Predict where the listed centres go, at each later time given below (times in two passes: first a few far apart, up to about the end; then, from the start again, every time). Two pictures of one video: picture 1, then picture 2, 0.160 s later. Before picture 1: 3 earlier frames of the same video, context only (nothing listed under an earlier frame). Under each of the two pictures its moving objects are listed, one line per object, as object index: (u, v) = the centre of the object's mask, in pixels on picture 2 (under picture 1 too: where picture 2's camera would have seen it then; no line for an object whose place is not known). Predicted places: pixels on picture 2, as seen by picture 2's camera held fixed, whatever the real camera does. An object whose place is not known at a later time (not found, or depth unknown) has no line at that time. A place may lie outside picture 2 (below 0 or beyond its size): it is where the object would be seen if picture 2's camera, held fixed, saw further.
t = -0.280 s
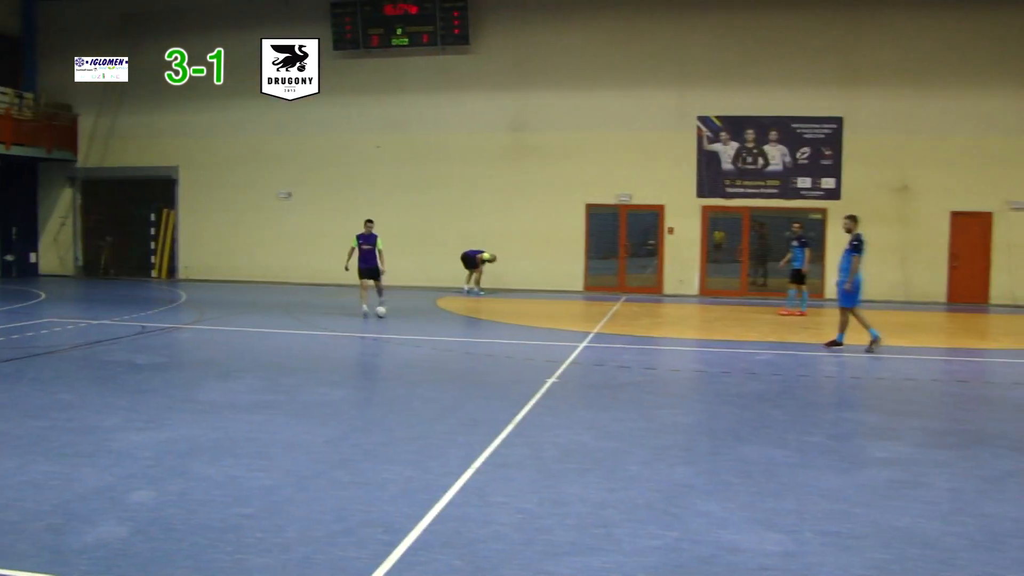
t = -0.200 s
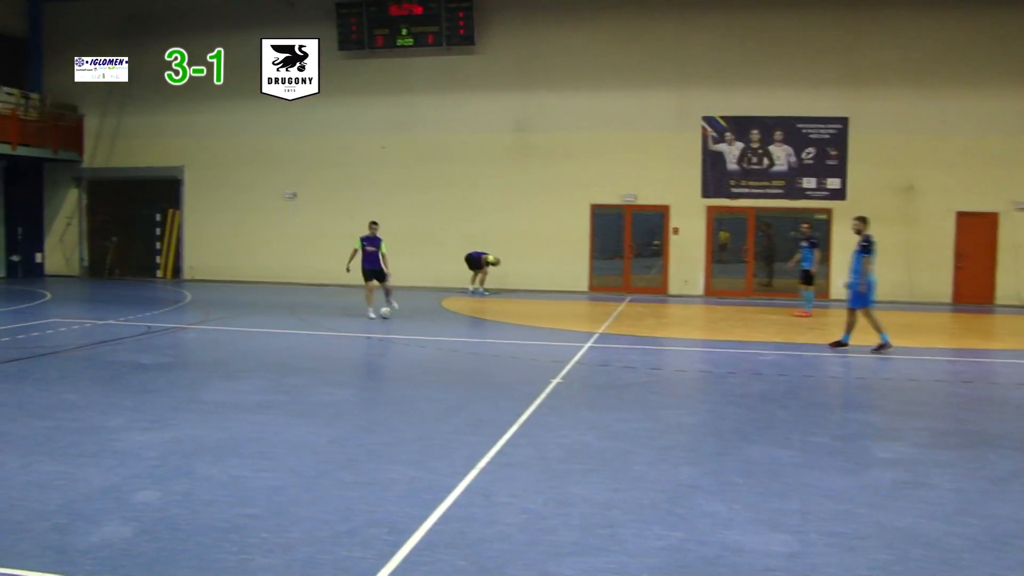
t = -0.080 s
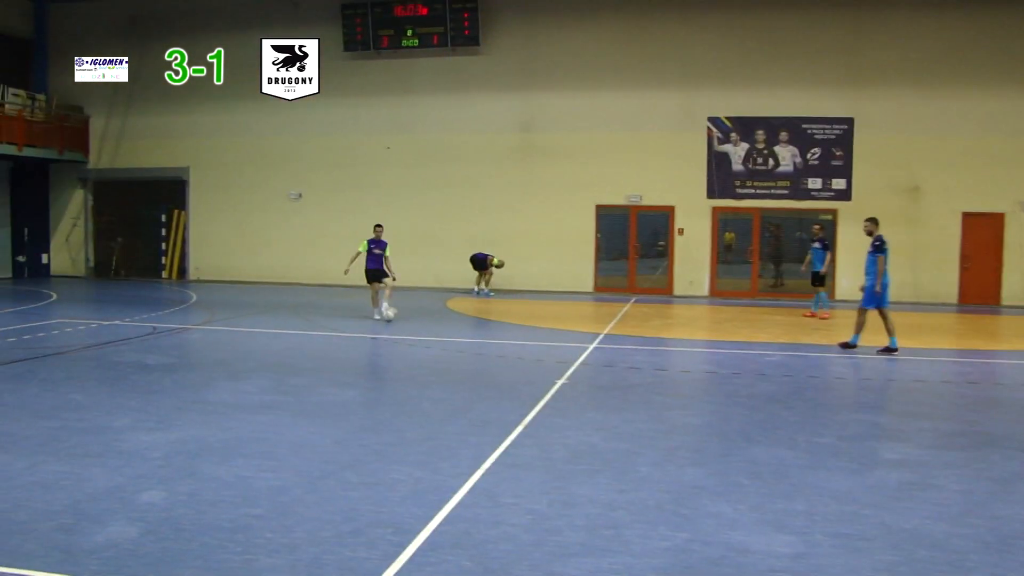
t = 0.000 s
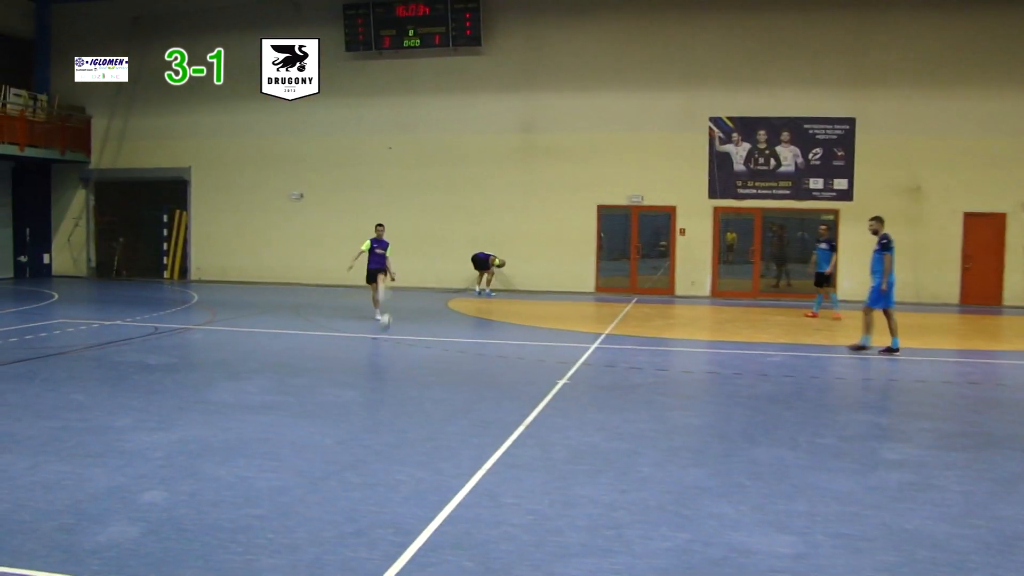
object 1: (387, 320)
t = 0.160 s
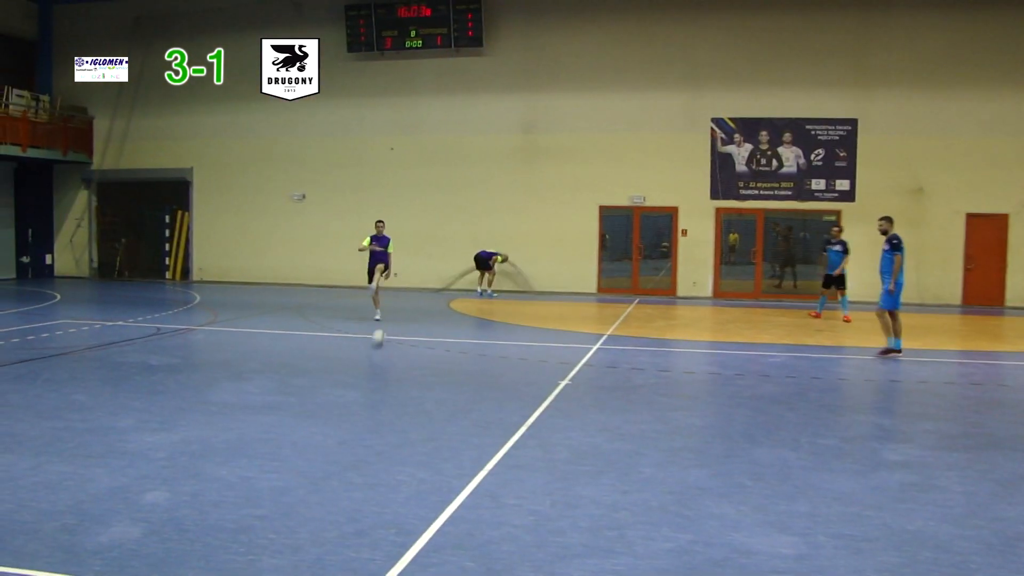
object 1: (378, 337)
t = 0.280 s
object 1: (370, 352)
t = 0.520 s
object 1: (350, 380)
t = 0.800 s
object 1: (316, 435)
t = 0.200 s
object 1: (376, 341)
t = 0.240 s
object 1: (373, 347)
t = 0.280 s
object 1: (370, 352)
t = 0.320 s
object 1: (367, 356)
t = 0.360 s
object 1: (365, 360)
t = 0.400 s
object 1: (360, 365)
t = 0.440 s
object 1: (357, 371)
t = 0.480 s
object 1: (353, 376)
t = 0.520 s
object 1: (350, 380)
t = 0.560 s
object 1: (346, 386)
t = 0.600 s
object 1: (342, 394)
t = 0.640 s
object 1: (337, 403)
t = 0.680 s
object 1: (333, 411)
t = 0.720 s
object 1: (328, 418)
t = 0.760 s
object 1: (322, 426)
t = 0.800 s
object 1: (316, 435)
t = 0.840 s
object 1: (308, 446)
